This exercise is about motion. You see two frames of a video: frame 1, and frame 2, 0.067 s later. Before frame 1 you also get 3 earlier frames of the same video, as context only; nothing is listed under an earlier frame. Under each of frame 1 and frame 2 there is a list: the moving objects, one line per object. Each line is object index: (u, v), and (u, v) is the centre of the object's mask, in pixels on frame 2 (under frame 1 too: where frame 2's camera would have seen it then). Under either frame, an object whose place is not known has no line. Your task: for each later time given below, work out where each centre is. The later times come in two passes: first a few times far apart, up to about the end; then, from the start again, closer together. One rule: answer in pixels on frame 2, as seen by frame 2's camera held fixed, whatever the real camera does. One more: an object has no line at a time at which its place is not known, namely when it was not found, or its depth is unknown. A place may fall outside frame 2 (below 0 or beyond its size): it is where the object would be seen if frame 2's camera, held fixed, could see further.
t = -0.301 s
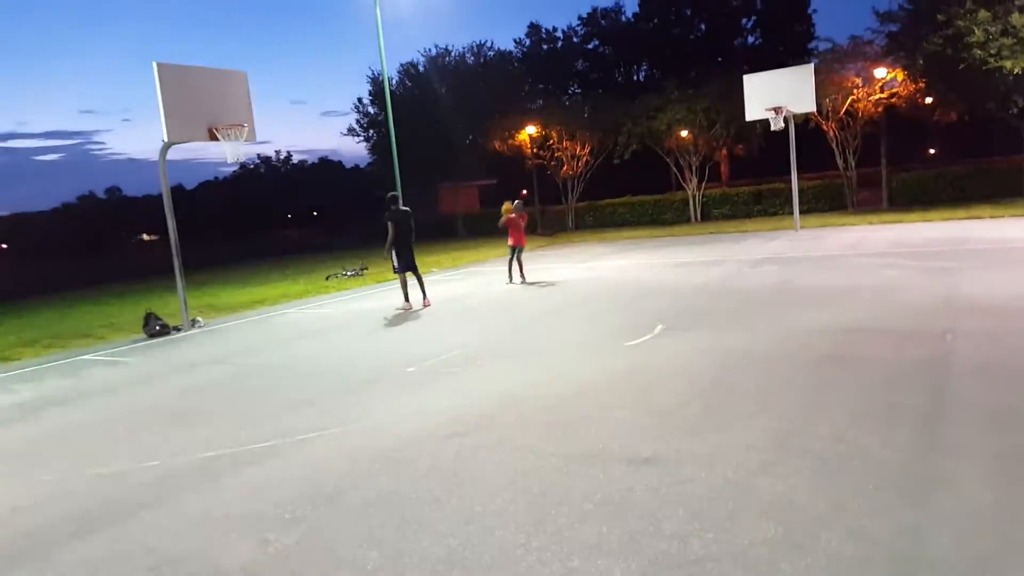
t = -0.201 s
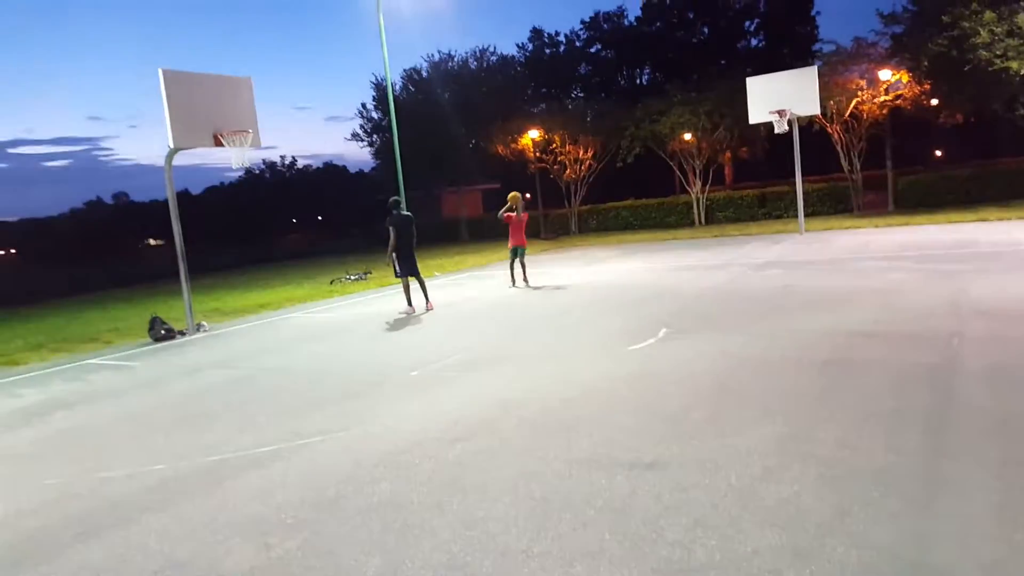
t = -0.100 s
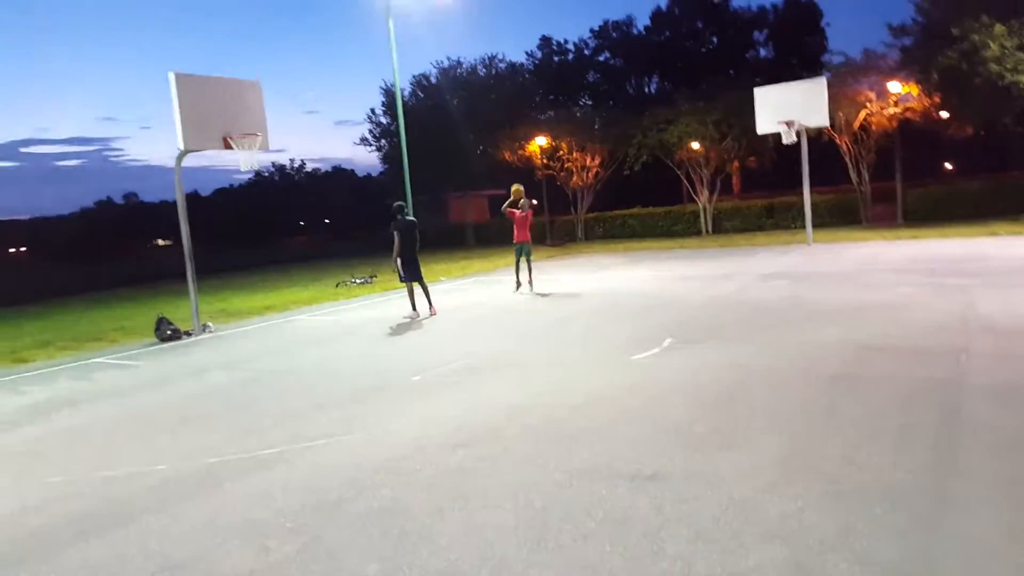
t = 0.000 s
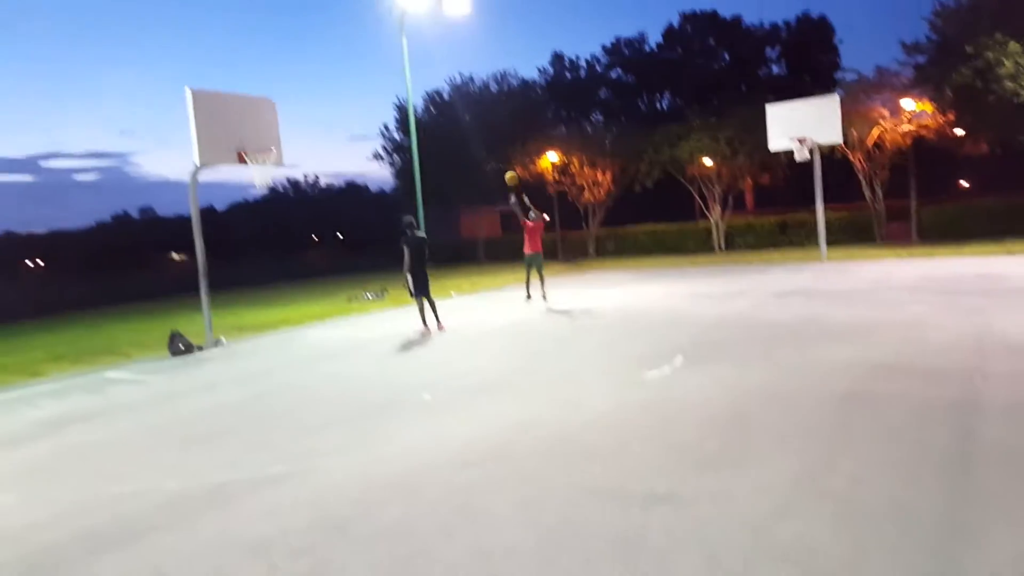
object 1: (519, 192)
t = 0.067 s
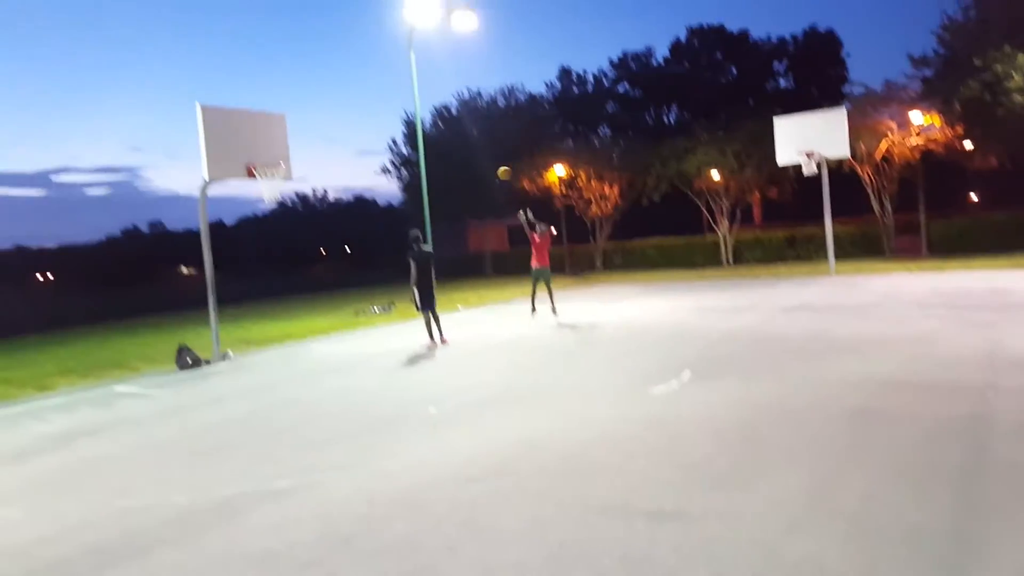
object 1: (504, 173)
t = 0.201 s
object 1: (475, 141)
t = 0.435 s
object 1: (424, 106)
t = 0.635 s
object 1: (379, 99)
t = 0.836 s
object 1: (334, 116)
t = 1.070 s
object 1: (290, 159)
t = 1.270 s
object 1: (332, 125)
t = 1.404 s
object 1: (360, 118)
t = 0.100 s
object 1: (497, 165)
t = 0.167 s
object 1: (483, 148)
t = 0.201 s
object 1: (475, 141)
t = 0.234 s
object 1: (468, 134)
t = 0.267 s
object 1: (460, 128)
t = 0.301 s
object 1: (453, 122)
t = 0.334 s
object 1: (445, 117)
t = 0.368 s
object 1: (439, 113)
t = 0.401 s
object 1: (432, 110)
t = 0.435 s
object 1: (424, 106)
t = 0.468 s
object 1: (417, 104)
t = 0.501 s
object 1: (409, 101)
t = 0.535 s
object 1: (401, 100)
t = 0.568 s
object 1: (394, 99)
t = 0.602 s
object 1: (386, 99)
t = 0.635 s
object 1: (379, 99)
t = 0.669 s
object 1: (371, 100)
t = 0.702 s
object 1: (364, 102)
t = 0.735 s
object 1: (357, 105)
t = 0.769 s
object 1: (349, 108)
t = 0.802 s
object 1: (342, 112)
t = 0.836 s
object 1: (334, 116)
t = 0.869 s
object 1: (327, 122)
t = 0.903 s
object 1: (319, 127)
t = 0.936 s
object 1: (312, 134)
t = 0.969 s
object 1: (305, 142)
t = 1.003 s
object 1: (297, 151)
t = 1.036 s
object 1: (289, 160)
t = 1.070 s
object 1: (290, 159)
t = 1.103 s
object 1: (298, 151)
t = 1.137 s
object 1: (305, 144)
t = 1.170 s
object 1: (311, 138)
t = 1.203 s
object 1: (318, 133)
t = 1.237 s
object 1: (325, 129)
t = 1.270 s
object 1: (332, 125)
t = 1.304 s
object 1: (339, 122)
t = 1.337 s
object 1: (347, 120)
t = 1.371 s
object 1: (353, 119)
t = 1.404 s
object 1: (360, 118)
